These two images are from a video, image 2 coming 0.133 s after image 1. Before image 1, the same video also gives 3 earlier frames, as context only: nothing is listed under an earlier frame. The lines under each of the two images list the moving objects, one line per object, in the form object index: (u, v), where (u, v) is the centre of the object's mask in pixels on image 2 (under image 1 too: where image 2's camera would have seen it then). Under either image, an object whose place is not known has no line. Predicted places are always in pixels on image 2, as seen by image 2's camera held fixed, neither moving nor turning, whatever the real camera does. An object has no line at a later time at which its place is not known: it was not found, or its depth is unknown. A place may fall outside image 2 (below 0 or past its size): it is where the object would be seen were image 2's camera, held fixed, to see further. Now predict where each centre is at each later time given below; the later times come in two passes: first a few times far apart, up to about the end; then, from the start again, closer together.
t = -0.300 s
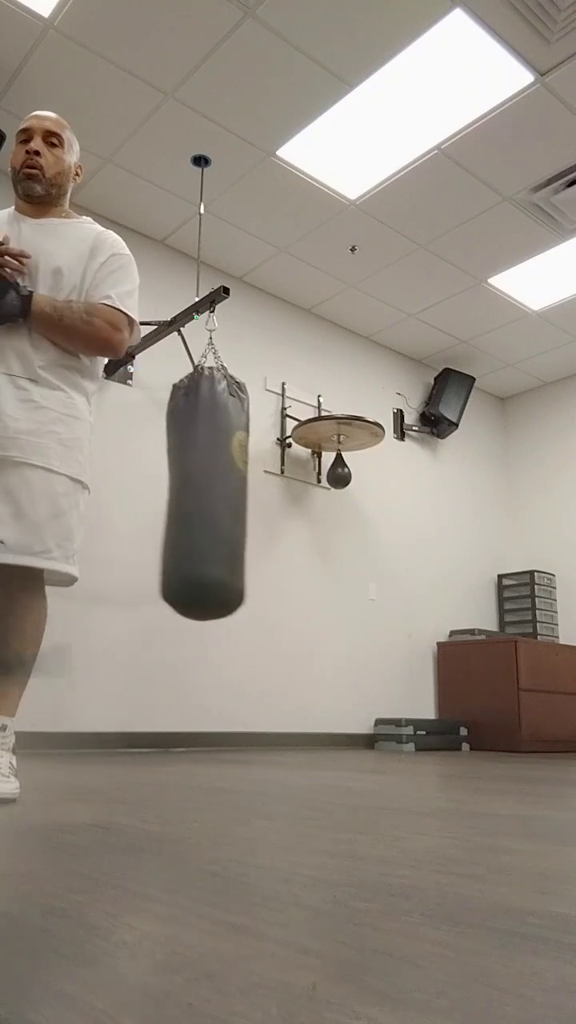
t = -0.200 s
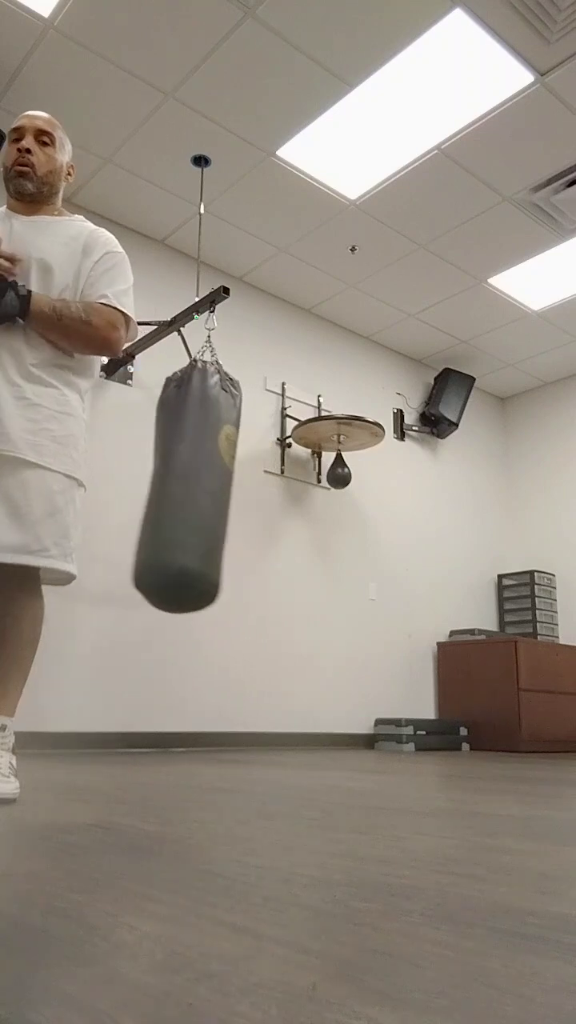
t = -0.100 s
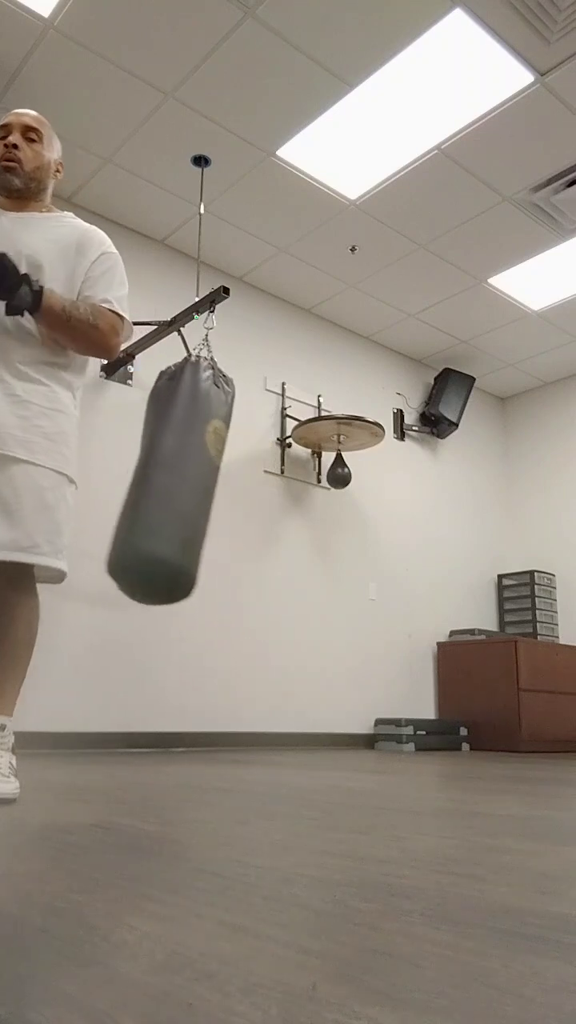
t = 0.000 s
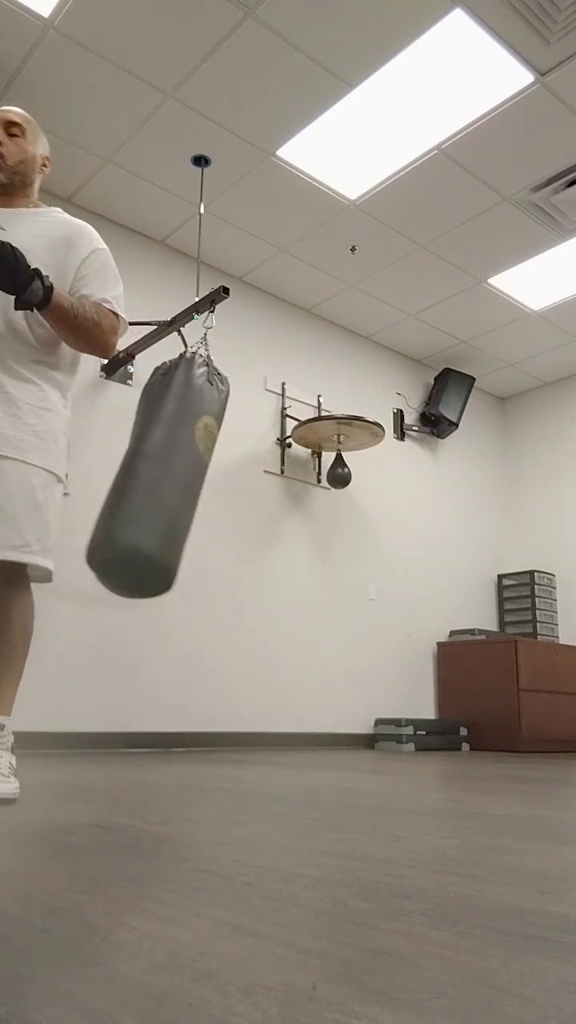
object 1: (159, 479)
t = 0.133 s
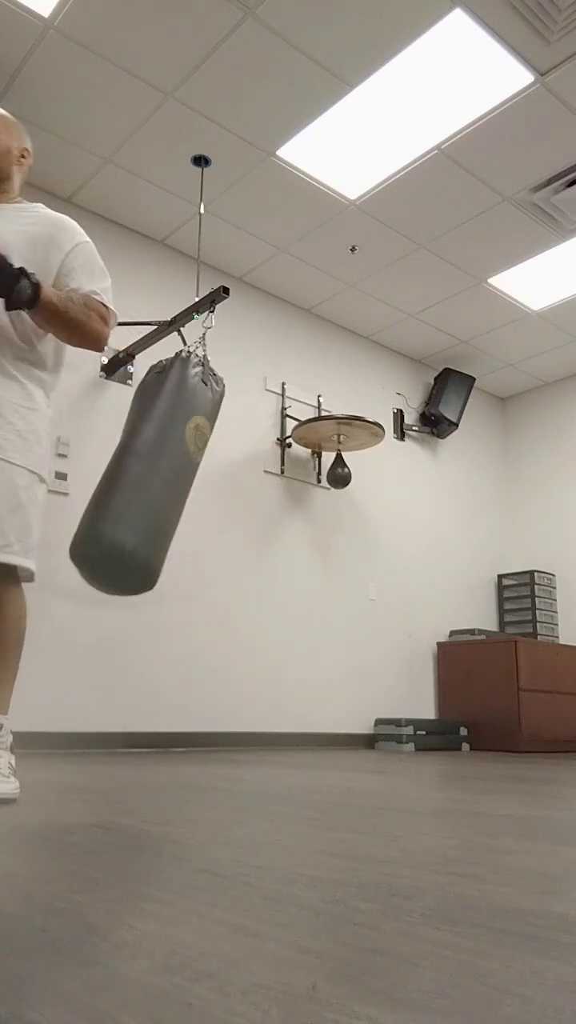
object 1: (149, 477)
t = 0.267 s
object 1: (147, 481)
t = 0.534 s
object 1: (171, 497)
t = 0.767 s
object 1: (207, 503)
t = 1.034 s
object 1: (242, 499)
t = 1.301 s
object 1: (258, 497)
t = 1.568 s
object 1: (247, 500)
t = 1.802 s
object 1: (214, 498)
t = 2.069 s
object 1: (166, 484)
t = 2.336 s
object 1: (142, 479)
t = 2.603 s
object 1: (157, 492)
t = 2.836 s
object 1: (194, 502)
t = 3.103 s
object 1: (237, 501)
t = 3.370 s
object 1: (260, 496)
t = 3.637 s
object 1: (257, 498)
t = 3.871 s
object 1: (229, 500)
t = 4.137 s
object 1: (178, 490)
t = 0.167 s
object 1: (147, 477)
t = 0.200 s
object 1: (147, 478)
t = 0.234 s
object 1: (147, 479)
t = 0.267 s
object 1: (147, 481)
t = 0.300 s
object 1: (148, 482)
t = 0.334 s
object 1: (150, 484)
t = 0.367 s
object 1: (153, 486)
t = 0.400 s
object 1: (155, 488)
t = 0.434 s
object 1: (159, 491)
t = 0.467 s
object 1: (163, 493)
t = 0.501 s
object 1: (167, 495)
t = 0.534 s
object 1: (171, 497)
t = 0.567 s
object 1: (176, 498)
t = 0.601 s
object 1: (181, 500)
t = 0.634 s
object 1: (186, 501)
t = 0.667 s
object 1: (192, 502)
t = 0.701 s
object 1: (197, 503)
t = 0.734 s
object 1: (202, 503)
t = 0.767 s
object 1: (207, 503)
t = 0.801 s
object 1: (212, 503)
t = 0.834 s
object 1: (217, 503)
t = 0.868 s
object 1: (222, 503)
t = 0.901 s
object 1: (227, 502)
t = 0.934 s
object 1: (231, 501)
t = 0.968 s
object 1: (235, 501)
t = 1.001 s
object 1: (239, 500)
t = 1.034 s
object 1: (242, 499)
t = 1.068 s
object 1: (246, 498)
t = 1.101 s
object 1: (248, 498)
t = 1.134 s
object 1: (251, 497)
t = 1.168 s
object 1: (253, 497)
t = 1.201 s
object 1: (255, 497)
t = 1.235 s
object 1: (256, 497)
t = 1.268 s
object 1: (257, 497)
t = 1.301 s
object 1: (258, 497)
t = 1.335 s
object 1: (258, 497)
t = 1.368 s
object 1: (258, 497)
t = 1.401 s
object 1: (257, 498)
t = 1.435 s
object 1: (256, 498)
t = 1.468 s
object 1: (254, 499)
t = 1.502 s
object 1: (252, 499)
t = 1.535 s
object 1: (250, 500)
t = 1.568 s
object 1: (247, 500)
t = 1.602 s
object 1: (243, 500)
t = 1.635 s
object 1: (239, 500)
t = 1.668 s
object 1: (235, 500)
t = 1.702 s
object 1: (230, 500)
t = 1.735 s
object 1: (225, 500)
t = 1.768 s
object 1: (220, 499)
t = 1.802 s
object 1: (214, 498)
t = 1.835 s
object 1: (208, 497)
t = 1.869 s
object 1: (202, 495)
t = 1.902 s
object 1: (196, 493)
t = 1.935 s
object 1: (189, 491)
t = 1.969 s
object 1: (183, 490)
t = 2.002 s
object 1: (177, 488)
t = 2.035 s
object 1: (172, 486)
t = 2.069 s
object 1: (166, 484)
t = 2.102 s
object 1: (161, 482)
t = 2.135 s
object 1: (157, 481)
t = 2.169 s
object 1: (153, 480)
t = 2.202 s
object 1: (149, 479)
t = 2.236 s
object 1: (146, 478)
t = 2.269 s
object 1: (144, 478)
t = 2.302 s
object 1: (143, 478)
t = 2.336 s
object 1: (142, 479)
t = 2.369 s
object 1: (141, 480)
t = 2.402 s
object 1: (142, 481)
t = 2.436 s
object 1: (143, 482)
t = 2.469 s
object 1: (145, 484)
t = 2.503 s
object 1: (147, 485)
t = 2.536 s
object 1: (150, 487)
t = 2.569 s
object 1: (154, 489)
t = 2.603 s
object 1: (157, 492)
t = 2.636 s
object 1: (162, 494)
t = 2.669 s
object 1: (167, 496)
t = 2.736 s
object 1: (177, 499)
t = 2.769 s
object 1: (183, 500)
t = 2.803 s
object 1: (188, 501)
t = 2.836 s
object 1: (194, 502)
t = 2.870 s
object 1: (200, 503)
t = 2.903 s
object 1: (206, 503)
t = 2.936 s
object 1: (211, 504)
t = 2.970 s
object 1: (217, 503)
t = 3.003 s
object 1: (222, 503)
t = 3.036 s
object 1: (227, 502)
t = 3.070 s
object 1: (232, 502)
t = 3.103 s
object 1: (237, 501)
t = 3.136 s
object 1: (241, 500)
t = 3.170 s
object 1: (245, 499)
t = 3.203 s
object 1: (248, 498)
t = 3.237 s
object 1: (251, 498)
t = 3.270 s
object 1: (254, 497)
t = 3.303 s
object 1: (257, 497)
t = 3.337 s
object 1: (259, 496)
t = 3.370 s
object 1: (260, 496)
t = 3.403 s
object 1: (261, 496)
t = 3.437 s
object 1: (262, 496)
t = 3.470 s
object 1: (262, 496)
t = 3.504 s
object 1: (262, 496)
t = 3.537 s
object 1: (262, 497)
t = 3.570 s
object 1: (261, 497)
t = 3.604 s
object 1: (259, 497)
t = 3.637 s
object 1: (257, 498)
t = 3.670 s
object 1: (254, 499)
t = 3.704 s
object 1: (251, 499)
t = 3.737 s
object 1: (248, 500)
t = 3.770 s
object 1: (244, 500)
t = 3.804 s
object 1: (239, 500)
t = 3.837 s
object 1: (234, 500)
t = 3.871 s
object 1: (229, 500)
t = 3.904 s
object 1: (223, 499)
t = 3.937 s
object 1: (217, 499)
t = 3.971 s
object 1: (211, 498)
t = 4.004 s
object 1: (204, 497)
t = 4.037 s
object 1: (197, 495)
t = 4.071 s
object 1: (191, 494)
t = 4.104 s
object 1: (184, 492)
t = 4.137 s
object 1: (178, 490)
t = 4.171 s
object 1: (172, 488)
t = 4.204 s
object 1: (166, 486)
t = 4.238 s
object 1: (160, 485)
